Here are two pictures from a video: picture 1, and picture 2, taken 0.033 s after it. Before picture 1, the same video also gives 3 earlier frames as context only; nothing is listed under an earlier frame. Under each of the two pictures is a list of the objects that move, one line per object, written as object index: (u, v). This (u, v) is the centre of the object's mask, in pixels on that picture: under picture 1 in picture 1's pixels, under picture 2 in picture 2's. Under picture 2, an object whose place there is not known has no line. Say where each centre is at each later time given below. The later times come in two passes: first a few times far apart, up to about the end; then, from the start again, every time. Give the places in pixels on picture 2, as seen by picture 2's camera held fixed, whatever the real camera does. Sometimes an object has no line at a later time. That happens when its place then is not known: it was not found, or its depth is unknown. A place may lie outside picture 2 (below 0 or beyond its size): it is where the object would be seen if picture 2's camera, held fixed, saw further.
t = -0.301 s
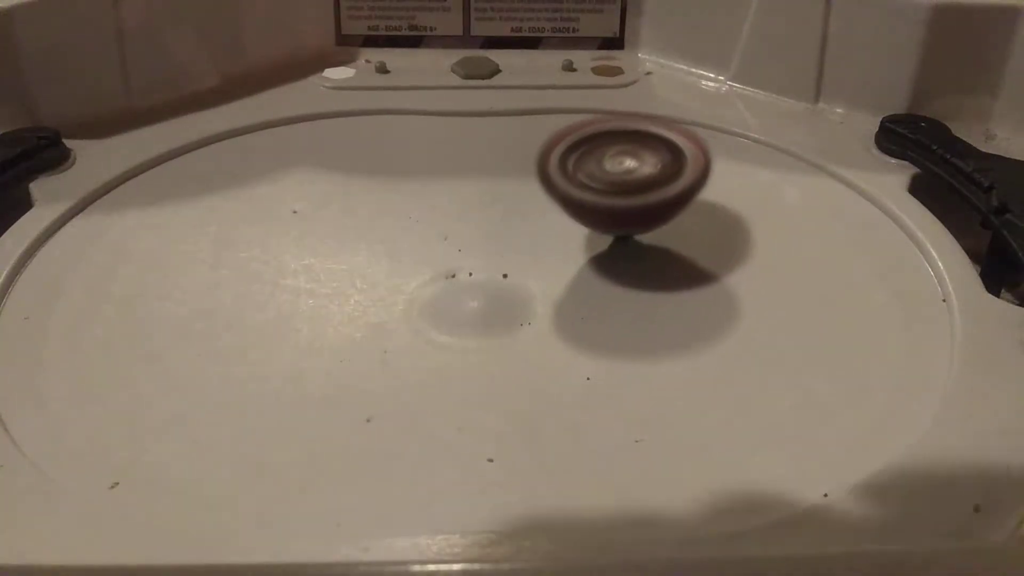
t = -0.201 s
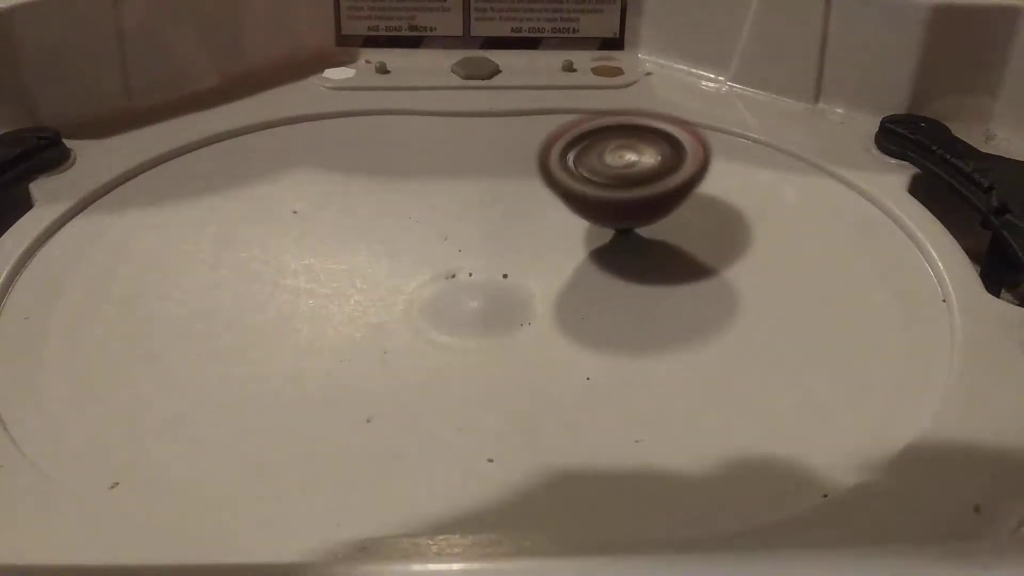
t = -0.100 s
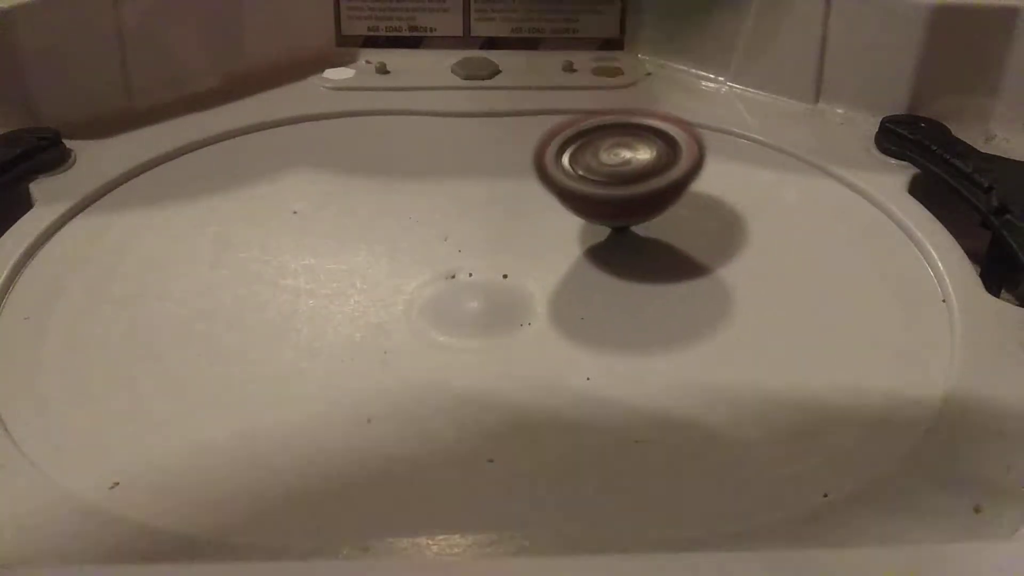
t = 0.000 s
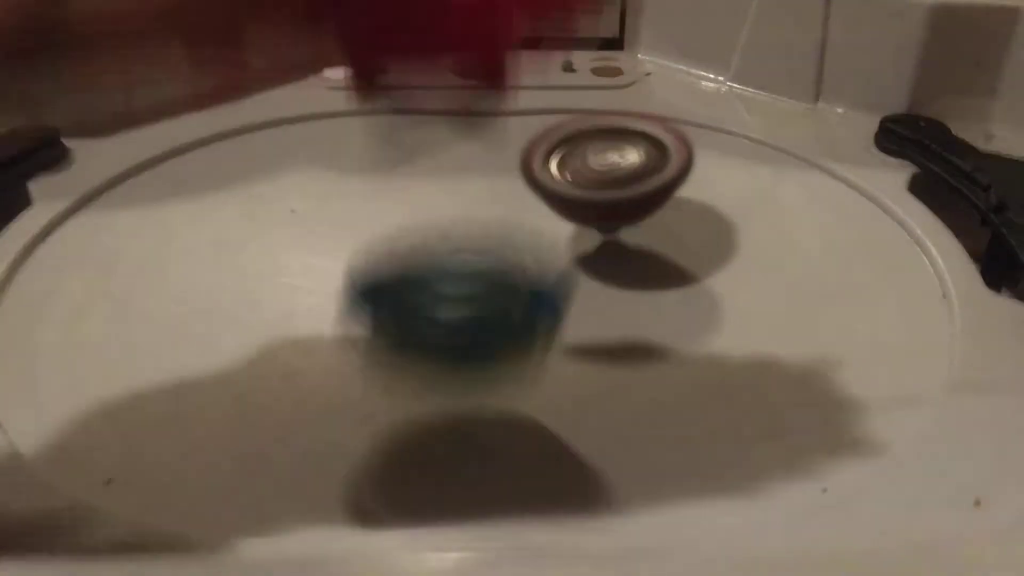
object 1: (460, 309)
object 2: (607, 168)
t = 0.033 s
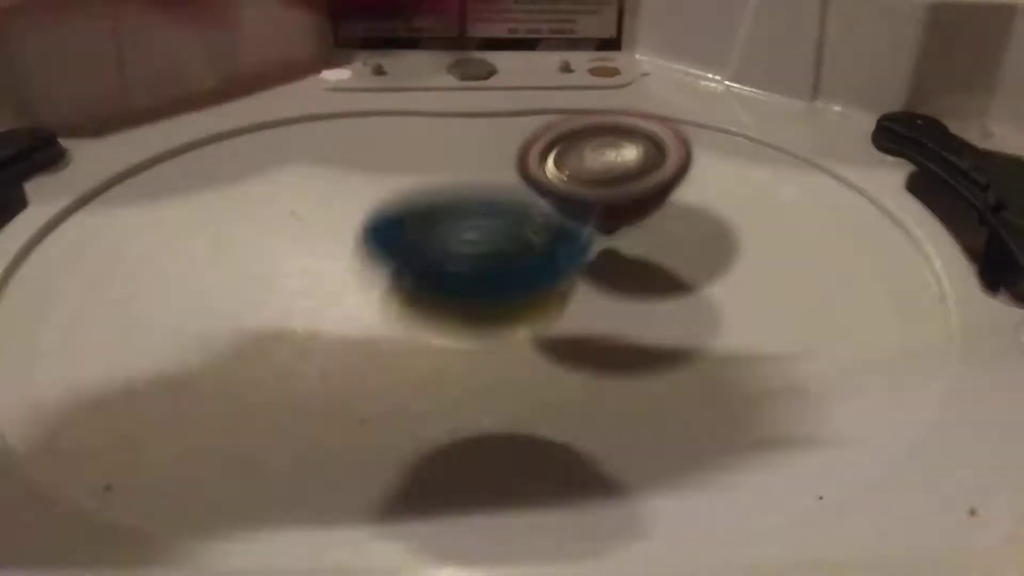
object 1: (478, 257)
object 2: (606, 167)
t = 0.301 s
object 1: (524, 305)
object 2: (599, 159)
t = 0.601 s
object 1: (351, 298)
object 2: (545, 187)
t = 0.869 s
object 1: (300, 361)
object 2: (583, 212)
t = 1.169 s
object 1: (340, 306)
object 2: (710, 182)
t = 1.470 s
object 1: (171, 334)
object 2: (689, 97)
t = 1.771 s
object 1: (206, 318)
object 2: (571, 162)
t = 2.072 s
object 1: (247, 252)
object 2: (570, 231)
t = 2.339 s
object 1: (266, 201)
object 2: (587, 270)
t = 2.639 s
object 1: (284, 167)
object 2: (573, 282)
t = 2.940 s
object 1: (339, 170)
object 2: (511, 274)
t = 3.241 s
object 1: (450, 154)
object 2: (386, 257)
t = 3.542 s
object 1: (526, 142)
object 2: (329, 261)
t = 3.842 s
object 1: (635, 159)
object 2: (362, 250)
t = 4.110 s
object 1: (661, 168)
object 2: (435, 217)
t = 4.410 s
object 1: (669, 192)
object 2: (463, 186)
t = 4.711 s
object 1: (676, 237)
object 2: (490, 201)
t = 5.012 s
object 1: (713, 297)
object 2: (493, 213)
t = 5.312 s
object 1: (668, 314)
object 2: (519, 215)
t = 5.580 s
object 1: (586, 332)
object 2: (510, 207)
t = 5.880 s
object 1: (502, 322)
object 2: (445, 187)
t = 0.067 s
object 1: (502, 234)
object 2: (622, 170)
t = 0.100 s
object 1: (523, 243)
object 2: (620, 170)
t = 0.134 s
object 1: (538, 300)
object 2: (606, 184)
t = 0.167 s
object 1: (541, 297)
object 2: (615, 174)
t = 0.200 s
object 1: (541, 310)
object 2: (619, 170)
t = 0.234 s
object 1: (535, 312)
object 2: (616, 165)
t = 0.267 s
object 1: (530, 310)
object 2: (608, 162)
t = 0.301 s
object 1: (524, 305)
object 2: (599, 159)
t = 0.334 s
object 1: (516, 301)
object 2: (590, 159)
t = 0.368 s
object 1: (506, 295)
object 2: (580, 160)
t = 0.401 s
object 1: (493, 291)
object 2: (570, 163)
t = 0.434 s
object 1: (479, 288)
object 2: (561, 167)
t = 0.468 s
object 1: (465, 286)
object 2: (553, 171)
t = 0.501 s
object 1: (443, 286)
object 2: (547, 176)
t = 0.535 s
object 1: (410, 287)
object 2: (546, 180)
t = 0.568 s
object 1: (379, 292)
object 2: (545, 183)
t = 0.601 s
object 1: (351, 298)
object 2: (545, 187)
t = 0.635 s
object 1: (326, 305)
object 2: (546, 191)
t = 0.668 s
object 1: (305, 314)
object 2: (549, 196)
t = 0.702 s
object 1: (290, 323)
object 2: (554, 200)
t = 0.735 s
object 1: (280, 333)
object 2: (559, 203)
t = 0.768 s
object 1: (275, 342)
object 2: (565, 206)
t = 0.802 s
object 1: (277, 349)
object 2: (570, 209)
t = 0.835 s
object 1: (285, 355)
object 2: (576, 211)
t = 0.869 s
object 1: (300, 361)
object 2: (583, 212)
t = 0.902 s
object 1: (318, 361)
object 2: (590, 214)
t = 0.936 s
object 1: (342, 361)
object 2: (596, 215)
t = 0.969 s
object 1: (370, 356)
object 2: (602, 217)
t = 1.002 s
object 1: (400, 347)
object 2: (606, 218)
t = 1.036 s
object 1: (426, 335)
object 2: (610, 219)
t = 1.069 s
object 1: (448, 322)
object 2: (614, 220)
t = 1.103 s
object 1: (453, 305)
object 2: (618, 221)
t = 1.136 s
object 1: (395, 306)
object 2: (674, 201)
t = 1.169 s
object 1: (340, 306)
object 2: (710, 182)
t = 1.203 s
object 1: (298, 305)
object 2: (738, 164)
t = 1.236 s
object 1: (266, 305)
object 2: (748, 154)
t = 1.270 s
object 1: (242, 308)
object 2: (748, 145)
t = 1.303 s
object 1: (221, 311)
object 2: (745, 133)
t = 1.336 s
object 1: (205, 316)
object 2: (737, 122)
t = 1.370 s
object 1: (192, 321)
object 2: (728, 113)
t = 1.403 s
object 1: (182, 326)
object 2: (717, 106)
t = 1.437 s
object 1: (176, 331)
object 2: (704, 100)
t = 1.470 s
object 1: (171, 334)
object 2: (689, 97)
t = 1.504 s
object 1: (168, 336)
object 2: (674, 97)
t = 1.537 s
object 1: (166, 337)
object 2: (659, 100)
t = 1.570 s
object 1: (165, 336)
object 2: (644, 105)
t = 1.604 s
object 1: (167, 336)
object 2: (624, 115)
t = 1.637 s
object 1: (171, 334)
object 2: (610, 123)
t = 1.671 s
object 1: (178, 331)
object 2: (596, 133)
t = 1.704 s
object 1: (186, 328)
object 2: (584, 143)
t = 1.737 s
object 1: (196, 323)
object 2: (577, 152)
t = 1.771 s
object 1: (206, 318)
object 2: (571, 162)
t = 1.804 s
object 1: (214, 313)
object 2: (567, 171)
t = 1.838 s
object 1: (223, 304)
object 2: (566, 180)
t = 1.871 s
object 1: (230, 298)
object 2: (563, 189)
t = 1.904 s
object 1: (235, 290)
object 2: (561, 197)
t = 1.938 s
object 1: (238, 281)
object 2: (560, 204)
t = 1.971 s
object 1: (241, 273)
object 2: (561, 212)
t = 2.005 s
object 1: (243, 265)
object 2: (565, 218)
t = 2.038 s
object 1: (245, 259)
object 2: (568, 225)
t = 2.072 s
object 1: (247, 252)
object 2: (570, 231)
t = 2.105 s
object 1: (249, 244)
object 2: (574, 237)
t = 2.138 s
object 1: (252, 238)
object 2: (577, 243)
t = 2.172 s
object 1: (255, 230)
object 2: (579, 248)
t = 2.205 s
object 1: (257, 224)
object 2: (582, 253)
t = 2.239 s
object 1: (259, 219)
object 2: (584, 257)
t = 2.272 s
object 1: (262, 212)
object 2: (585, 261)
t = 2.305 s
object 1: (264, 206)
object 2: (586, 266)
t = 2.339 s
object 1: (266, 201)
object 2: (587, 270)
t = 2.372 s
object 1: (269, 196)
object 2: (587, 274)
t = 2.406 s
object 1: (270, 191)
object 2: (587, 278)
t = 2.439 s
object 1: (273, 188)
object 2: (588, 280)
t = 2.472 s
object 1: (275, 183)
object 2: (587, 282)
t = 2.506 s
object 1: (276, 181)
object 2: (585, 283)
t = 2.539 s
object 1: (278, 176)
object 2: (584, 283)
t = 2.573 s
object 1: (280, 172)
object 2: (581, 283)
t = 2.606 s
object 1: (282, 169)
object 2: (577, 282)
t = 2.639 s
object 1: (284, 167)
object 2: (573, 282)
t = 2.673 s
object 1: (286, 165)
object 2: (567, 281)
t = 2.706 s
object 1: (288, 162)
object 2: (561, 280)
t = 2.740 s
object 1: (287, 162)
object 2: (555, 279)
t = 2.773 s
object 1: (291, 161)
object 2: (547, 278)
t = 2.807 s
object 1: (298, 162)
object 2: (541, 277)
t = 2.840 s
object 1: (304, 163)
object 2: (534, 277)
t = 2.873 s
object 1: (314, 165)
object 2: (525, 276)
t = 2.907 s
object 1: (326, 168)
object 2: (518, 275)
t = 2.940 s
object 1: (339, 170)
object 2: (511, 274)
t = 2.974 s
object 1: (352, 170)
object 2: (505, 273)
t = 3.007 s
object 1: (367, 170)
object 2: (500, 271)
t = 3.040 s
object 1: (379, 168)
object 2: (492, 268)
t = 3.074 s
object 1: (391, 166)
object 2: (483, 267)
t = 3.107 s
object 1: (403, 162)
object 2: (465, 267)
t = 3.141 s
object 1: (415, 159)
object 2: (446, 267)
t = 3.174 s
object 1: (427, 156)
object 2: (417, 262)
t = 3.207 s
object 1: (438, 156)
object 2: (401, 257)
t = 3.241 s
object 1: (450, 154)
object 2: (386, 257)
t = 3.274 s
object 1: (462, 150)
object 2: (370, 260)
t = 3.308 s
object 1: (473, 143)
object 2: (361, 260)
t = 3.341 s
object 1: (482, 139)
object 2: (355, 260)
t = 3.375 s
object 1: (490, 135)
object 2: (348, 260)
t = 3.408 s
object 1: (496, 131)
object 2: (342, 261)
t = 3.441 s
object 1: (503, 131)
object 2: (338, 261)
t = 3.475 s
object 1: (509, 132)
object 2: (334, 261)
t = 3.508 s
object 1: (517, 136)
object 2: (332, 261)
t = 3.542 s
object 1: (526, 142)
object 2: (329, 261)
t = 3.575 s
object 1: (538, 148)
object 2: (329, 260)
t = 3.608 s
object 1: (549, 152)
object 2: (328, 260)
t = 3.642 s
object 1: (560, 156)
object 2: (330, 259)
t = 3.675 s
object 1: (573, 158)
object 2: (332, 258)
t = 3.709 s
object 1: (585, 158)
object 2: (337, 257)
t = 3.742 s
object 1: (598, 159)
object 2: (341, 255)
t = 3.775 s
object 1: (612, 160)
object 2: (347, 253)
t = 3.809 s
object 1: (624, 158)
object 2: (354, 251)
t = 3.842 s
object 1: (635, 159)
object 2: (362, 250)
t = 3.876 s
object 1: (645, 157)
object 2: (370, 247)
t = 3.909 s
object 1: (651, 156)
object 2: (378, 244)
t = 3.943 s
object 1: (656, 156)
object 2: (388, 241)
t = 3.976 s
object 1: (658, 157)
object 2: (397, 238)
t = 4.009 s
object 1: (659, 158)
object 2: (405, 235)
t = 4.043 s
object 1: (660, 161)
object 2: (413, 231)
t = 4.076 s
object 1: (661, 165)
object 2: (422, 225)
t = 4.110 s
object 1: (661, 168)
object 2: (435, 217)
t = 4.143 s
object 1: (661, 171)
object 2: (449, 211)
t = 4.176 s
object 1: (660, 174)
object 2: (459, 203)
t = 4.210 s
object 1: (660, 175)
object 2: (461, 198)
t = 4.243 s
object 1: (661, 178)
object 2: (462, 195)
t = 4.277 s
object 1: (661, 180)
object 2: (463, 191)
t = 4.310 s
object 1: (662, 184)
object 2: (463, 189)
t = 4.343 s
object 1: (663, 185)
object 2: (464, 187)
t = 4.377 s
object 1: (665, 190)
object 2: (464, 186)
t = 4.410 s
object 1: (669, 192)
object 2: (463, 186)
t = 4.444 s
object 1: (674, 199)
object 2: (464, 186)
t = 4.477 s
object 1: (679, 204)
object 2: (464, 187)
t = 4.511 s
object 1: (682, 209)
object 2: (466, 187)
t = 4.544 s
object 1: (684, 214)
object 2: (468, 188)
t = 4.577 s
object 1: (685, 218)
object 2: (471, 190)
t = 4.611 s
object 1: (684, 223)
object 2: (474, 192)
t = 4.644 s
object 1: (681, 228)
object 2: (479, 195)
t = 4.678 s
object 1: (678, 232)
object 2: (485, 198)
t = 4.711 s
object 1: (676, 237)
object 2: (490, 201)
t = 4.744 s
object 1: (679, 243)
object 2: (490, 204)
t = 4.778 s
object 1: (680, 249)
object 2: (492, 207)
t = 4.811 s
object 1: (681, 255)
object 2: (494, 210)
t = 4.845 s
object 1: (695, 268)
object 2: (489, 210)
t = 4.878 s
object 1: (704, 281)
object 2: (485, 209)
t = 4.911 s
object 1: (710, 287)
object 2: (484, 210)
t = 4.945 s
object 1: (713, 292)
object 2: (486, 211)
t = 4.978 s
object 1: (714, 296)
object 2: (488, 212)
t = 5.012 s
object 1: (713, 297)
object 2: (493, 213)
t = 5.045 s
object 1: (712, 298)
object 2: (499, 214)
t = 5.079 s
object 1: (710, 300)
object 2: (504, 215)
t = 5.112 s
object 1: (708, 302)
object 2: (510, 217)
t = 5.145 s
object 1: (705, 303)
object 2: (514, 217)
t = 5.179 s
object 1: (700, 305)
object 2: (517, 218)
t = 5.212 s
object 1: (694, 308)
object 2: (520, 218)
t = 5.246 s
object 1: (687, 311)
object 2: (521, 218)
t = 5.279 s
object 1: (678, 312)
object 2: (520, 216)
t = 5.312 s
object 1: (668, 314)
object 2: (519, 215)
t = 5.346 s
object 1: (658, 317)
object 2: (516, 214)
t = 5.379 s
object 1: (646, 319)
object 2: (512, 213)
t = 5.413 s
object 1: (635, 320)
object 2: (509, 212)
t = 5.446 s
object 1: (624, 322)
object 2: (507, 212)
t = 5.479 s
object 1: (613, 323)
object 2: (507, 212)
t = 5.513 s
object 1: (603, 323)
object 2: (507, 211)
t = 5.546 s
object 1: (595, 324)
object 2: (511, 211)
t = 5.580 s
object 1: (586, 332)
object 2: (510, 207)
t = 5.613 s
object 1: (572, 337)
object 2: (503, 204)
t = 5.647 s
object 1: (560, 339)
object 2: (496, 200)
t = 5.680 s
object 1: (549, 339)
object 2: (489, 197)
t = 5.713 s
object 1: (539, 337)
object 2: (482, 195)
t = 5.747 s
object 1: (530, 335)
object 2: (476, 193)
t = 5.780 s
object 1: (523, 332)
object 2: (468, 191)
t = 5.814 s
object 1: (516, 329)
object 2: (460, 189)
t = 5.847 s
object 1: (509, 325)
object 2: (452, 188)
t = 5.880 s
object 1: (502, 322)
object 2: (445, 187)
